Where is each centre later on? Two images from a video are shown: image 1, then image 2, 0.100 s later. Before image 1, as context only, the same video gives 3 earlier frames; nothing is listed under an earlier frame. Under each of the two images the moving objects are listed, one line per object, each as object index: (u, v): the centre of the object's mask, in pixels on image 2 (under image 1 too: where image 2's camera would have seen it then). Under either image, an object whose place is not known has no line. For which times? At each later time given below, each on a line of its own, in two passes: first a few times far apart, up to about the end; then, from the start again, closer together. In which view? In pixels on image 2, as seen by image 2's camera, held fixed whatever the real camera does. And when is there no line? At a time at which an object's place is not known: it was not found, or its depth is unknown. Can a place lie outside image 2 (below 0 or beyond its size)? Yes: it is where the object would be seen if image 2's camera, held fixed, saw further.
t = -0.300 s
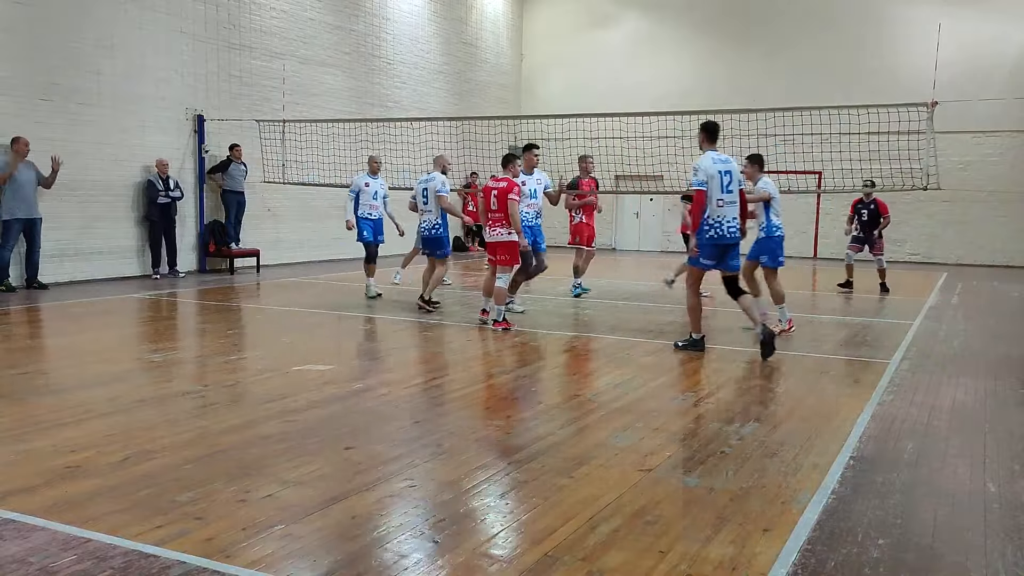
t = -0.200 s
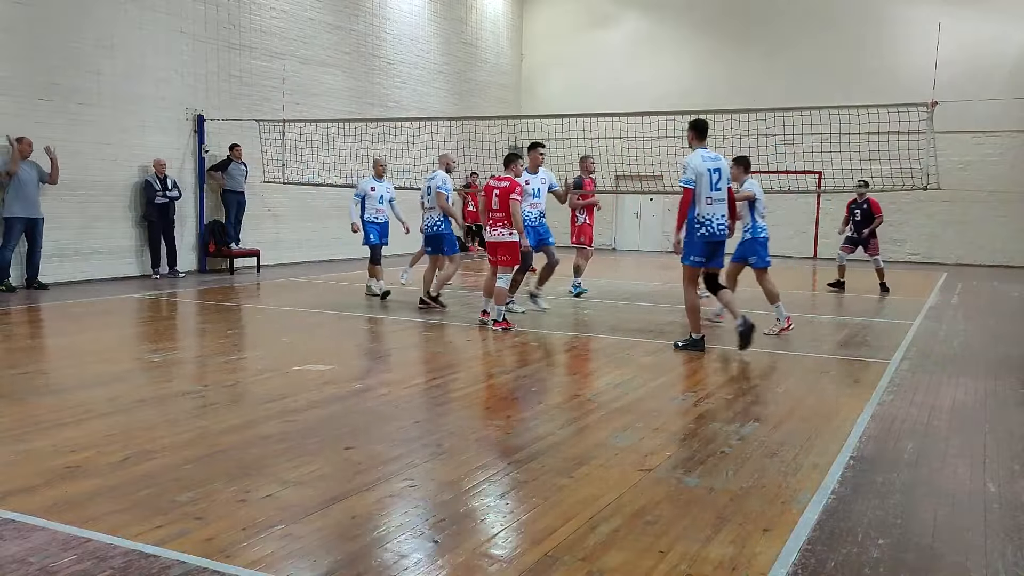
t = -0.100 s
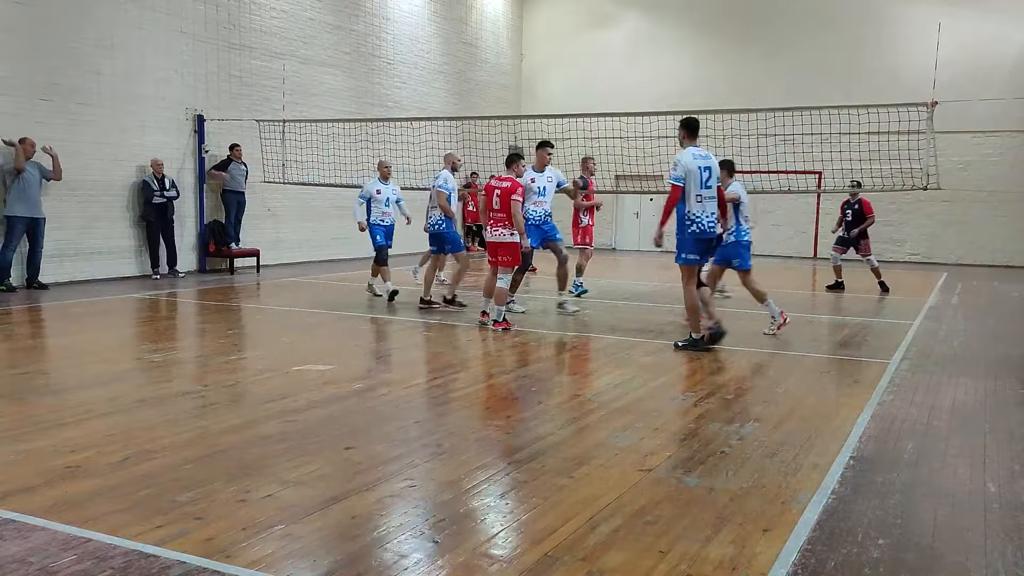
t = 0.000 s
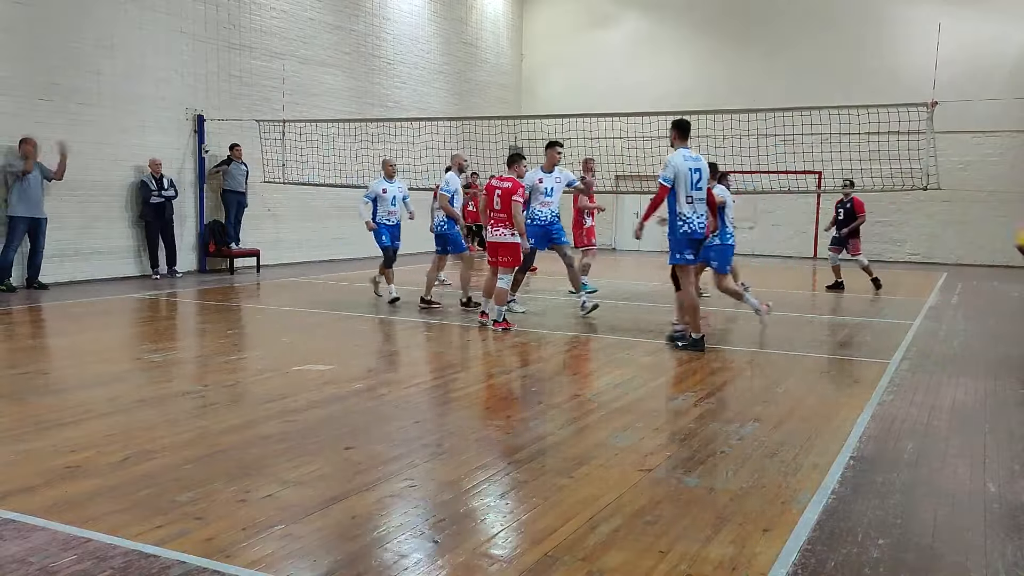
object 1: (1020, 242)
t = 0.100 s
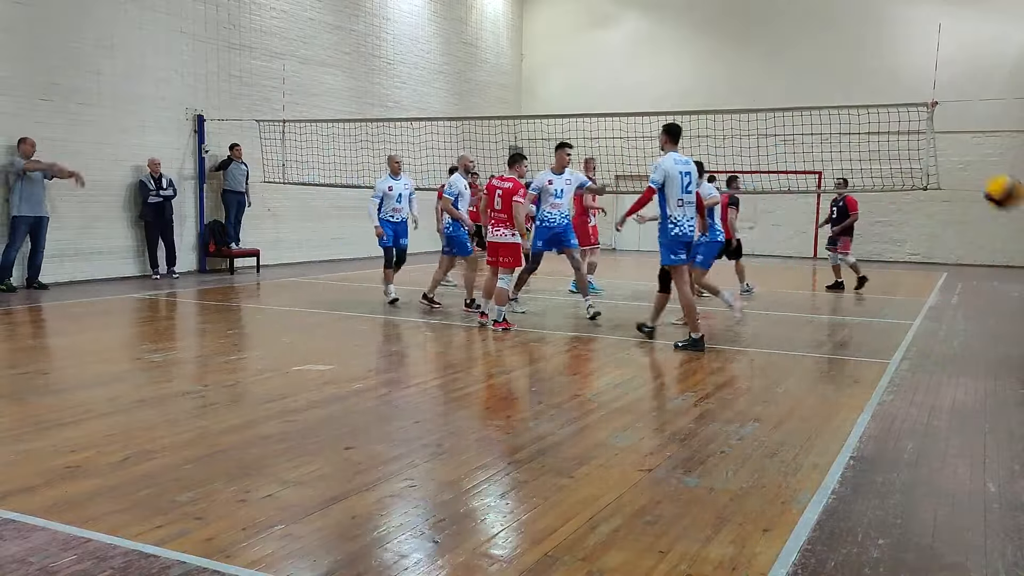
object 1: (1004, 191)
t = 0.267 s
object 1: (947, 139)
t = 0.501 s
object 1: (859, 141)
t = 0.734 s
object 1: (768, 232)
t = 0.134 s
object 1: (992, 178)
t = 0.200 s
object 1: (969, 155)
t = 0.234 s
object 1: (958, 147)
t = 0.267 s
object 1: (947, 139)
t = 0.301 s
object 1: (934, 134)
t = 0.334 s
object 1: (923, 130)
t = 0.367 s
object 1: (910, 128)
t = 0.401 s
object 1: (897, 129)
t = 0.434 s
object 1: (884, 131)
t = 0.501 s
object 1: (859, 141)
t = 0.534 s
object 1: (845, 149)
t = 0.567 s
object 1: (833, 157)
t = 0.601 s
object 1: (819, 170)
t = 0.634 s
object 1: (807, 182)
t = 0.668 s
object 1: (793, 198)
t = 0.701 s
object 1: (780, 212)
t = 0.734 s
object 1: (768, 232)
